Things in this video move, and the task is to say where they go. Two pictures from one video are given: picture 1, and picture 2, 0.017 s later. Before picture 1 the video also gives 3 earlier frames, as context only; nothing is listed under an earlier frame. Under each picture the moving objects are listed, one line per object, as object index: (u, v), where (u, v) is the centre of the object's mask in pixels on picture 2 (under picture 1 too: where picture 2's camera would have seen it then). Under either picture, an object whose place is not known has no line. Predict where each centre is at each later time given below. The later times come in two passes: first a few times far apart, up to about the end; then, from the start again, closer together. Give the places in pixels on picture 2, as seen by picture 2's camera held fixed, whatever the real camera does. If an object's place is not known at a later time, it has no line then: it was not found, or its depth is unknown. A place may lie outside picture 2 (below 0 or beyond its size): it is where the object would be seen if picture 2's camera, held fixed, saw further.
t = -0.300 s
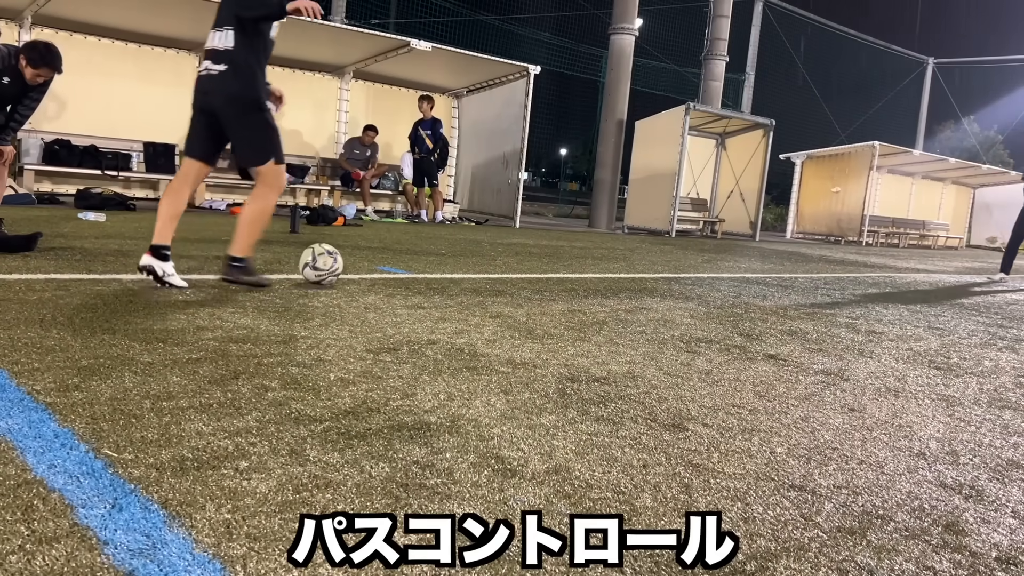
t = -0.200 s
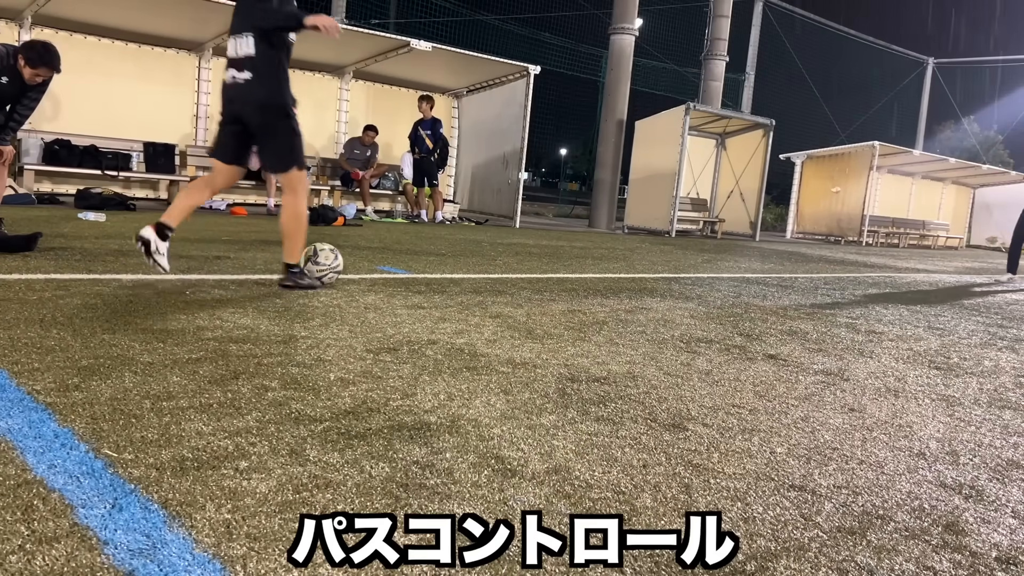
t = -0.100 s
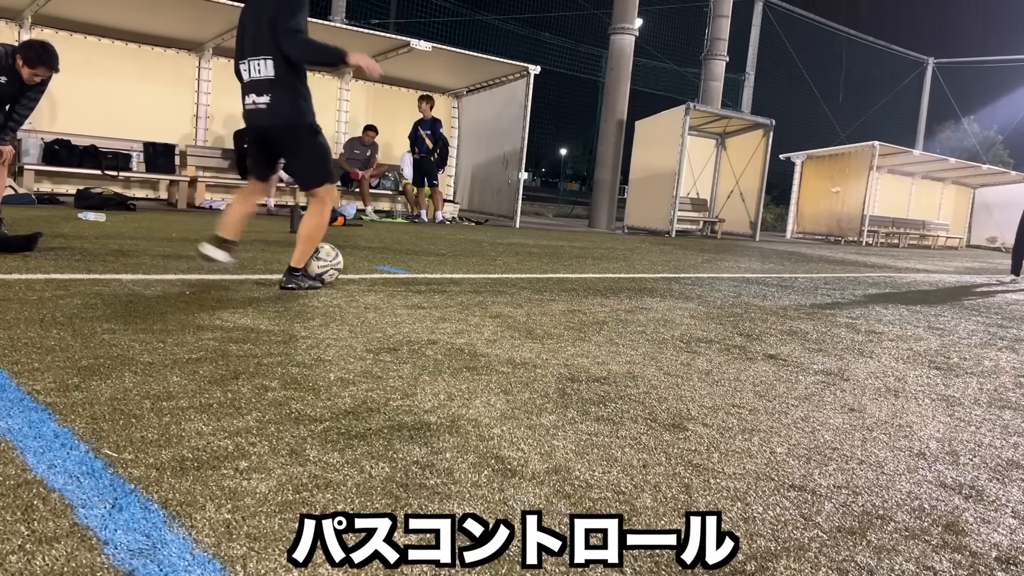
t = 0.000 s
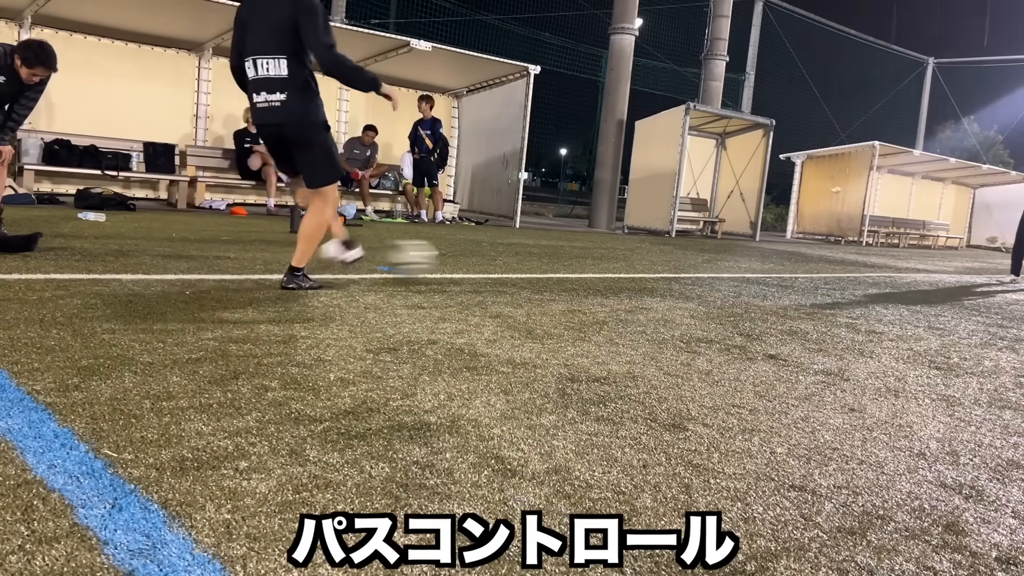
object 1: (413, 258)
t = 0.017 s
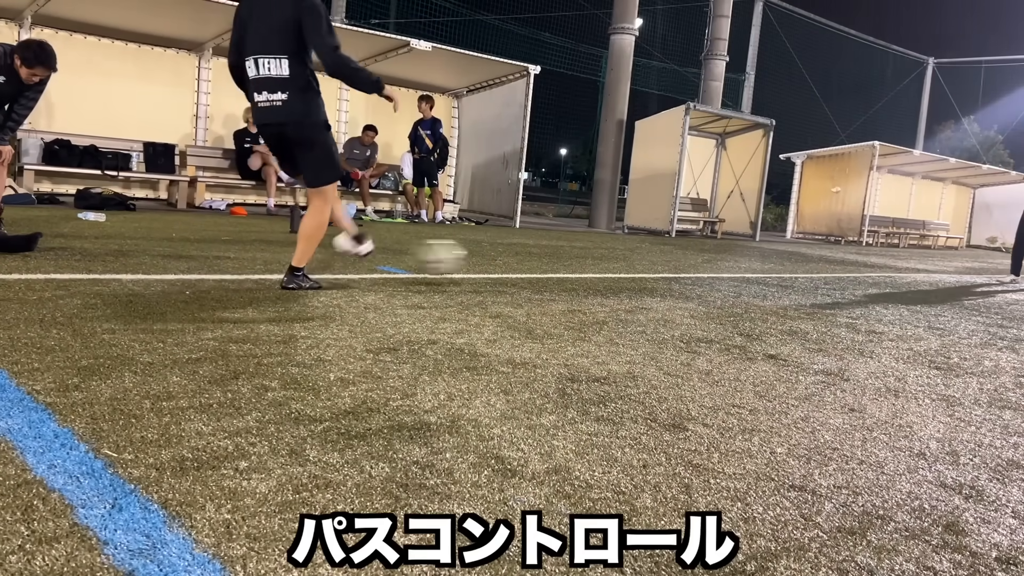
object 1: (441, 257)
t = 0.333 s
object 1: (808, 267)
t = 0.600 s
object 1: (970, 276)
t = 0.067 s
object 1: (518, 258)
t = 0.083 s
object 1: (543, 259)
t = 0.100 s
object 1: (567, 259)
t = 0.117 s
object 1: (587, 261)
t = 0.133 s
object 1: (609, 262)
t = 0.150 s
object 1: (629, 264)
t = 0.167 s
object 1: (649, 268)
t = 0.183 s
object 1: (668, 269)
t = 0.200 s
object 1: (685, 268)
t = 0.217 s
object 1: (703, 266)
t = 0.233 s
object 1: (720, 264)
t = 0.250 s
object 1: (735, 264)
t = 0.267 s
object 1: (751, 264)
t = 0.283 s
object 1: (765, 265)
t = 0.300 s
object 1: (779, 265)
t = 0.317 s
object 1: (793, 266)
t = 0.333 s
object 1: (808, 267)
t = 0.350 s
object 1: (821, 269)
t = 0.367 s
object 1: (833, 271)
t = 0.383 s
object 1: (845, 274)
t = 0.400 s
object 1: (857, 274)
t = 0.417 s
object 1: (867, 275)
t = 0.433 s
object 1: (878, 273)
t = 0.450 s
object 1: (890, 272)
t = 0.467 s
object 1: (901, 272)
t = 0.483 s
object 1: (910, 272)
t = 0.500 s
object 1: (918, 274)
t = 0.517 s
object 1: (929, 276)
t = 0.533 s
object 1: (936, 275)
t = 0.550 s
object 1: (945, 276)
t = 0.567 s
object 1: (954, 277)
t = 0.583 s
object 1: (962, 277)
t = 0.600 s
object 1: (970, 276)
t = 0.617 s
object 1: (979, 277)
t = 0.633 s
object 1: (986, 275)
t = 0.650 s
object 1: (994, 276)
